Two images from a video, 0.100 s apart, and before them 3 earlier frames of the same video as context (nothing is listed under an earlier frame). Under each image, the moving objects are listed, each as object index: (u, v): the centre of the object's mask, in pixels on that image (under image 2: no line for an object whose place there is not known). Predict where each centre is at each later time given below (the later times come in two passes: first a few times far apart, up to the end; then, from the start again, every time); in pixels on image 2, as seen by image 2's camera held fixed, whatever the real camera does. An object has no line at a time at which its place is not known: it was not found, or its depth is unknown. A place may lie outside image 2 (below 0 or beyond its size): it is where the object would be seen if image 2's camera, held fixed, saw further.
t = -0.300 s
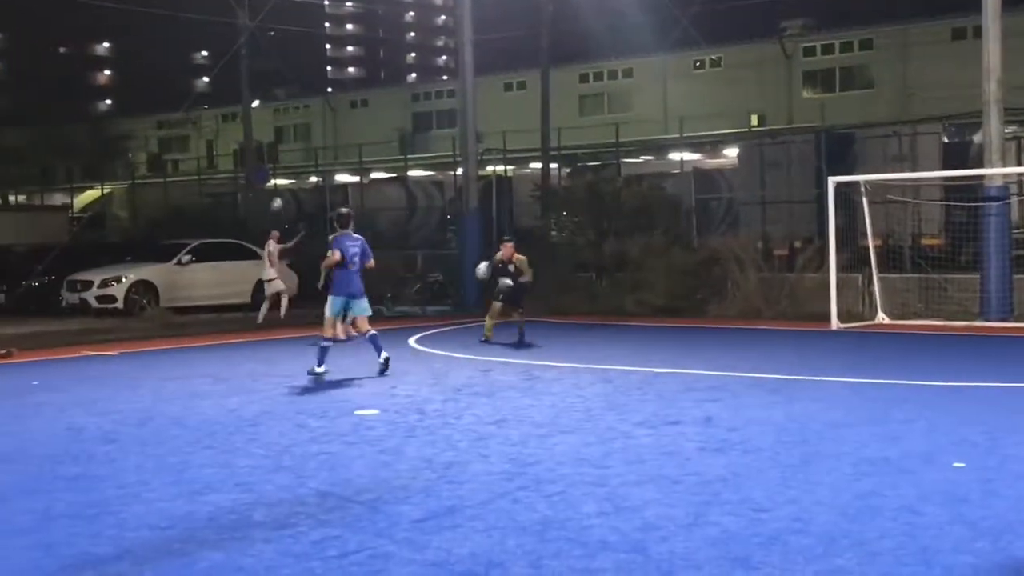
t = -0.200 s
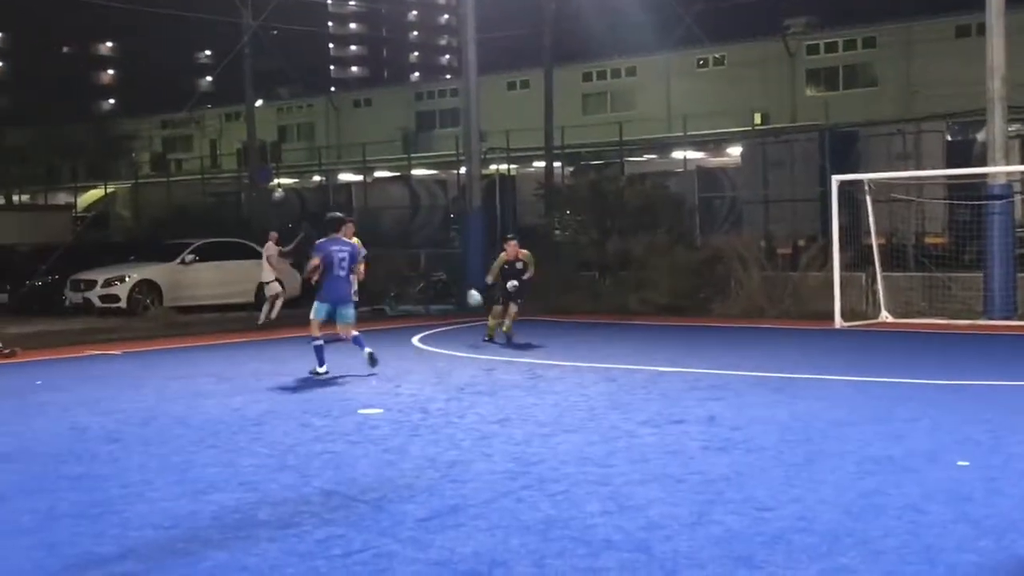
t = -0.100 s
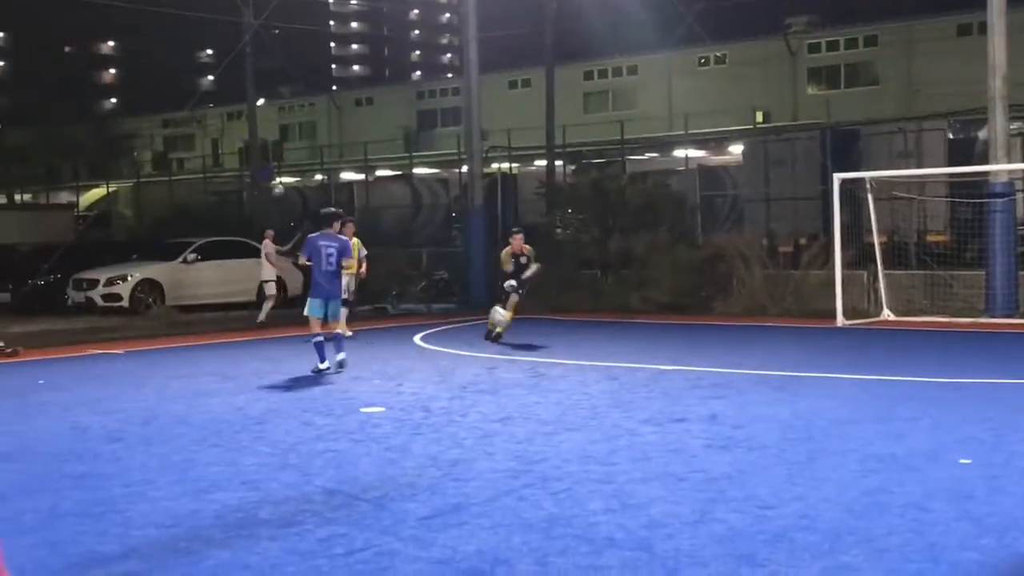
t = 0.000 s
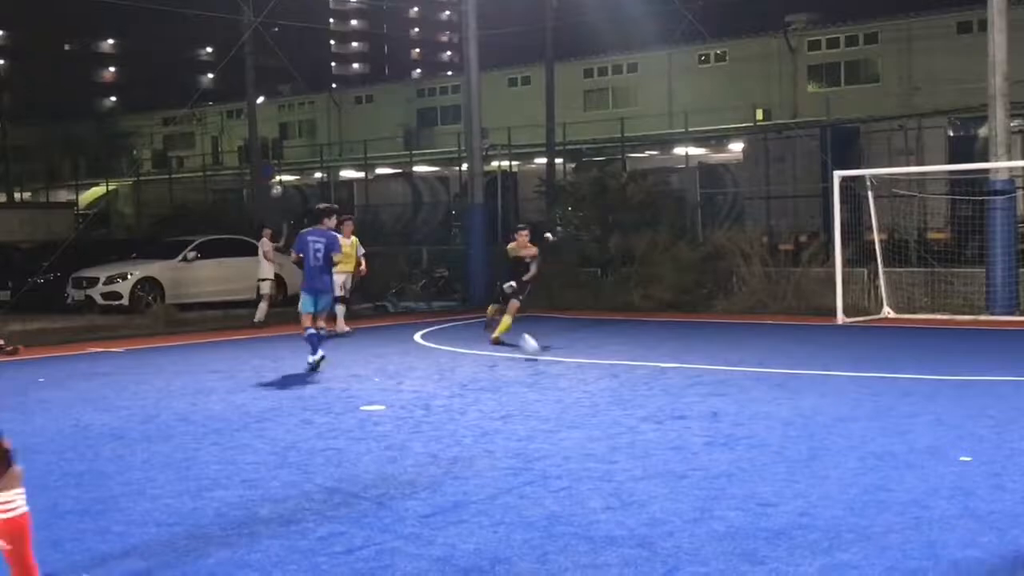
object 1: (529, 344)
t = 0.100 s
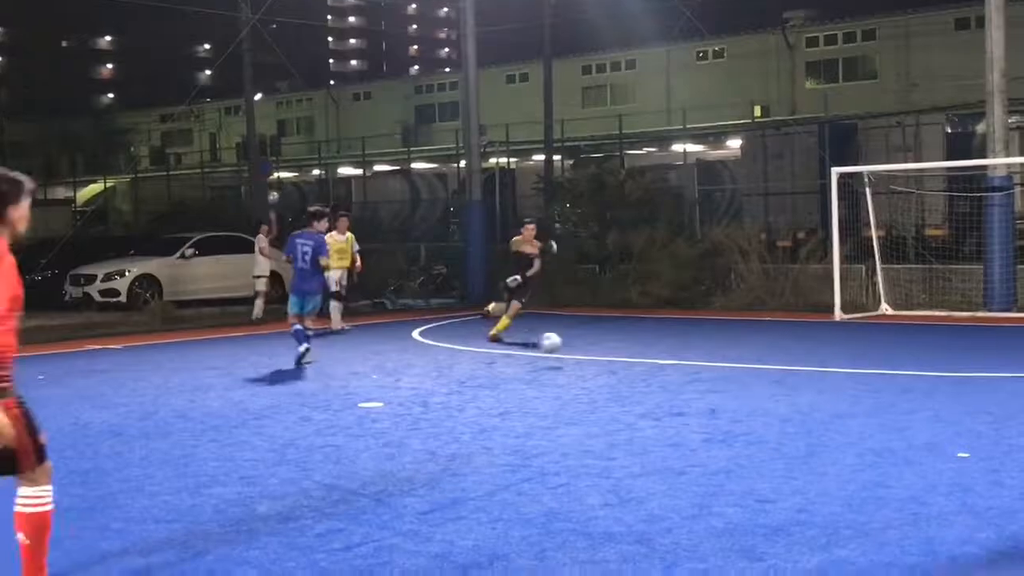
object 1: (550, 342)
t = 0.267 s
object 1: (594, 357)
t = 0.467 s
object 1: (650, 377)
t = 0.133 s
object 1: (558, 342)
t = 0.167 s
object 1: (566, 344)
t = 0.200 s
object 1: (575, 346)
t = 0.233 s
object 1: (583, 351)
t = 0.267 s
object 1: (594, 357)
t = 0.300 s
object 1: (603, 365)
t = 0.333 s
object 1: (615, 374)
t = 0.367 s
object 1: (623, 378)
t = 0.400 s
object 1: (632, 376)
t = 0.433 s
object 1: (641, 376)
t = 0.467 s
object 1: (650, 377)
